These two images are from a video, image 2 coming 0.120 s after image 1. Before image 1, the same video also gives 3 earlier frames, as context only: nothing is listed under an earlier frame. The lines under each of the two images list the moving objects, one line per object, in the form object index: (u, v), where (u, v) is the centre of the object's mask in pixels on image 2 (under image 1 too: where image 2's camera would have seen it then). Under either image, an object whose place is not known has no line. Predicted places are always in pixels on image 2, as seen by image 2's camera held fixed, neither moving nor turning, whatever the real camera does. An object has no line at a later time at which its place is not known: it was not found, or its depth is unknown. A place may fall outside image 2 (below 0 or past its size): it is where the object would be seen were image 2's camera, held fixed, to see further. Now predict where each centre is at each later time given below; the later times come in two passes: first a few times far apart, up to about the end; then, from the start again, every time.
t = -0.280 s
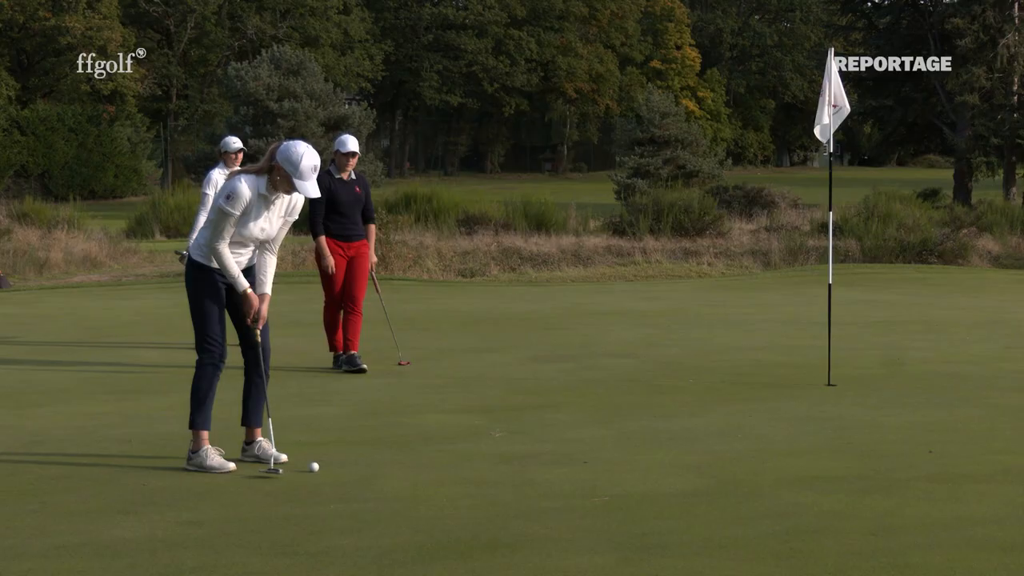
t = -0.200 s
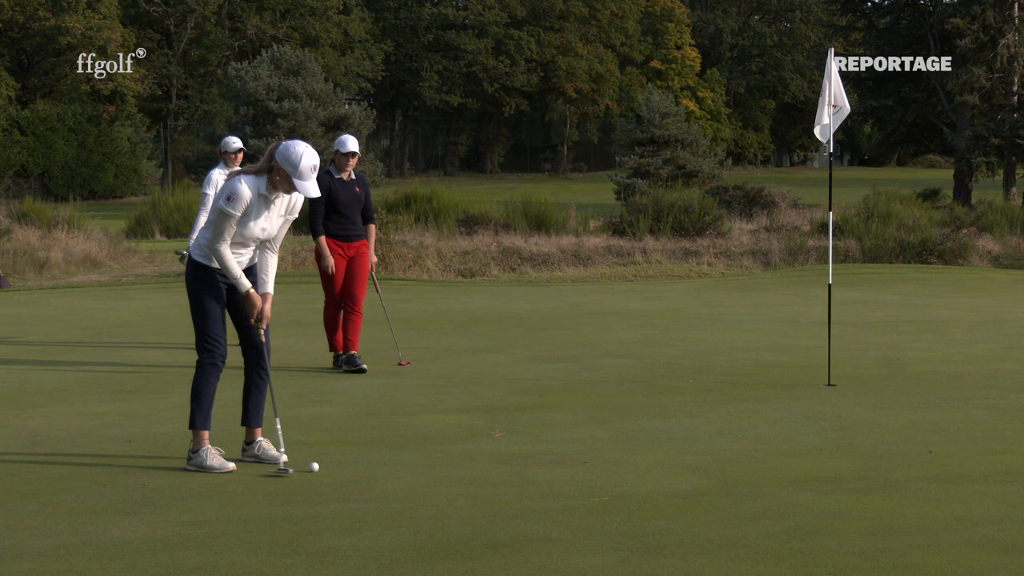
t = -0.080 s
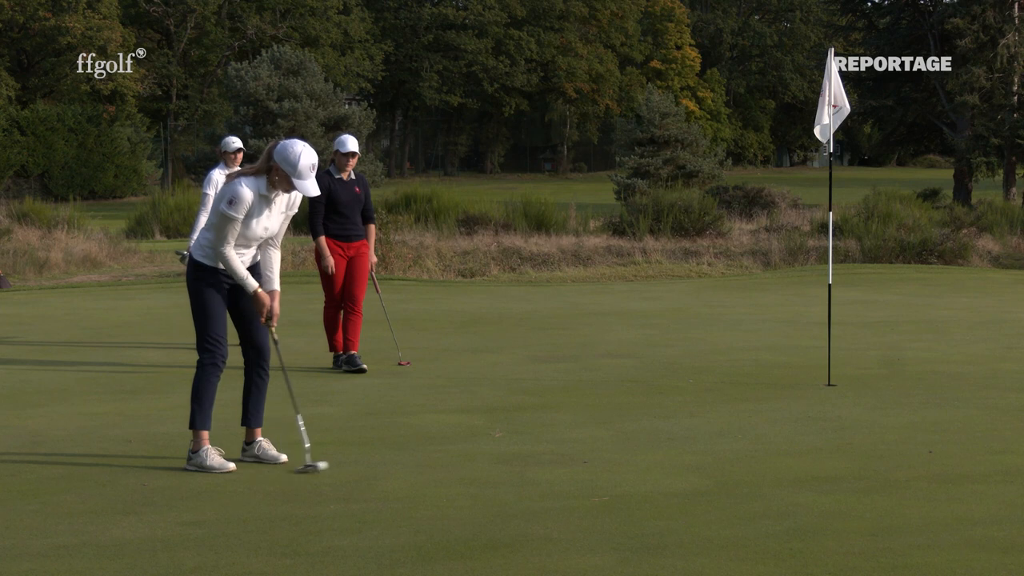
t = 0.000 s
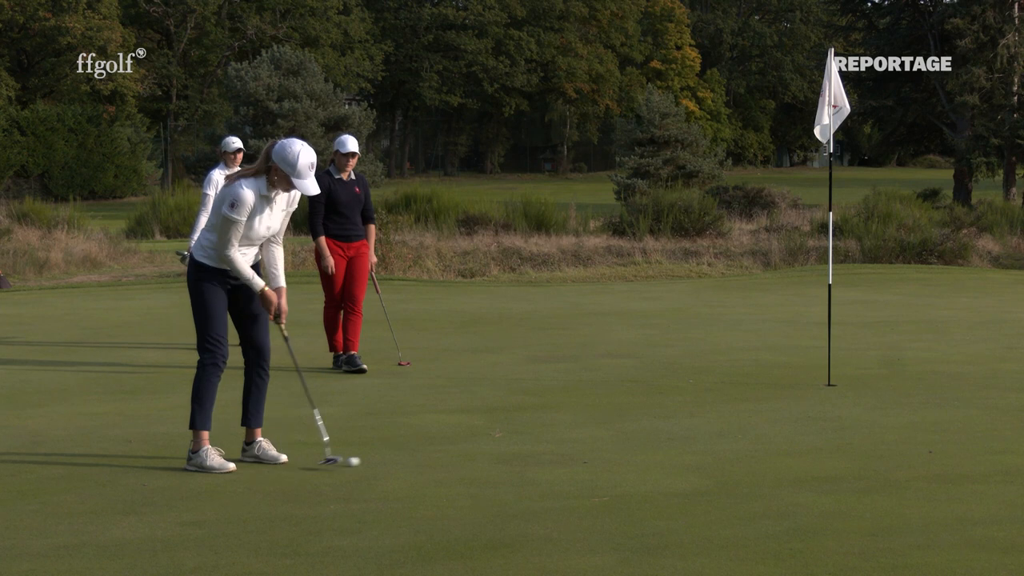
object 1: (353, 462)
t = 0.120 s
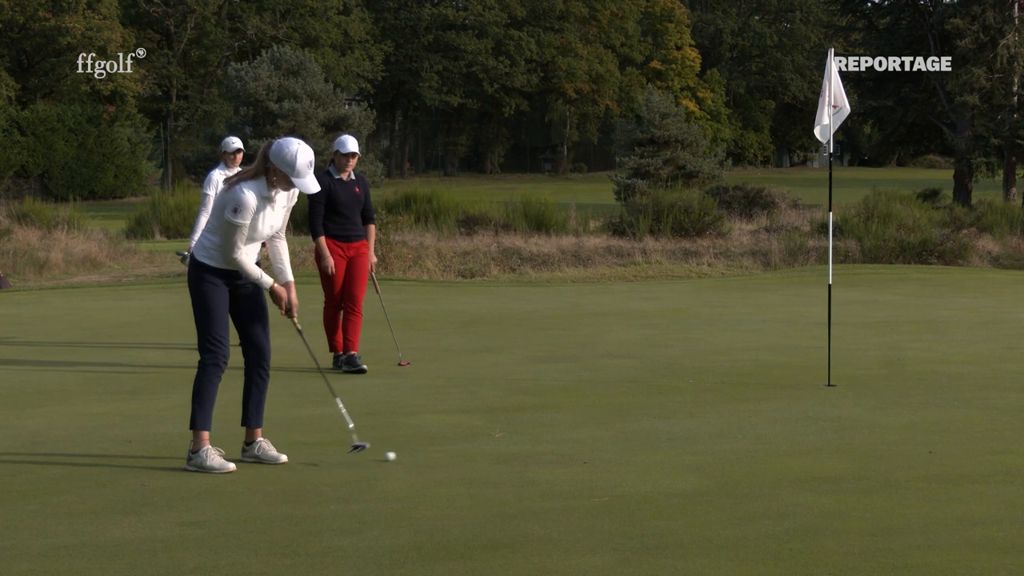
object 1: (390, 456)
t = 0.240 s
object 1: (423, 451)
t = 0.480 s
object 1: (483, 442)
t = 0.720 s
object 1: (536, 434)
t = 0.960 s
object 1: (583, 426)
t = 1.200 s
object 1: (625, 419)
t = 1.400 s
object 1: (656, 414)
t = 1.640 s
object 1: (689, 408)
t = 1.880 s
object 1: (719, 403)
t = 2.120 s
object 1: (746, 398)
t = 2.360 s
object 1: (770, 393)
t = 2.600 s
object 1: (790, 389)
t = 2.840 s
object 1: (808, 385)
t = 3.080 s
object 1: (824, 383)
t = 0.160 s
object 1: (401, 454)
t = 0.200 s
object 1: (412, 453)
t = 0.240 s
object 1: (423, 451)
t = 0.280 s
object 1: (433, 450)
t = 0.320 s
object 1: (443, 448)
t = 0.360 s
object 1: (454, 447)
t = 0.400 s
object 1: (464, 445)
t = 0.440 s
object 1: (473, 444)
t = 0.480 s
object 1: (483, 442)
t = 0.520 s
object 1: (492, 441)
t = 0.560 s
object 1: (501, 439)
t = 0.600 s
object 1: (510, 438)
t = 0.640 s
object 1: (519, 437)
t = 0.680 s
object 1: (528, 435)
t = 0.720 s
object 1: (536, 434)
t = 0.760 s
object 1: (544, 433)
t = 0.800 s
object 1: (552, 431)
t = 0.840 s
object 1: (560, 430)
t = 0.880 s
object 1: (568, 429)
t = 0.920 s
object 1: (575, 427)
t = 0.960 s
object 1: (583, 426)
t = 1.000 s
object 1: (590, 425)
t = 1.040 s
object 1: (598, 424)
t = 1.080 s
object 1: (605, 422)
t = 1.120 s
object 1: (612, 421)
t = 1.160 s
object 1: (618, 420)
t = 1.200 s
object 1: (625, 419)
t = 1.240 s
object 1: (632, 418)
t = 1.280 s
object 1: (638, 417)
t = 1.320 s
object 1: (644, 416)
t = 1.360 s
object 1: (650, 415)
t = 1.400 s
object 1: (656, 414)
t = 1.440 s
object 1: (661, 413)
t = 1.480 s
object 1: (667, 412)
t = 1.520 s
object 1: (673, 411)
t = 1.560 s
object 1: (678, 410)
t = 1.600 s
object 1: (684, 409)
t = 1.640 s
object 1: (689, 408)
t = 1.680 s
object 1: (694, 407)
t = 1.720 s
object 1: (699, 406)
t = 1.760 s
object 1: (704, 405)
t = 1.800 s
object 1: (709, 404)
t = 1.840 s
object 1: (714, 404)
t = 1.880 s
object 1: (719, 403)
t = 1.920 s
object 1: (724, 402)
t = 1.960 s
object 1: (728, 401)
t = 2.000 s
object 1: (733, 400)
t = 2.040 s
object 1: (737, 399)
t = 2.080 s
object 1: (741, 399)
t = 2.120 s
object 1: (746, 398)
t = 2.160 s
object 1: (750, 397)
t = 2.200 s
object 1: (754, 396)
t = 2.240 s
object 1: (758, 396)
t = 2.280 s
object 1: (762, 395)
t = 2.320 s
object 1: (766, 394)
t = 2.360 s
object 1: (770, 393)
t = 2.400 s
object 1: (773, 392)
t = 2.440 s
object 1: (777, 392)
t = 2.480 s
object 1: (780, 391)
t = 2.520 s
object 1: (784, 390)
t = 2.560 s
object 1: (787, 390)
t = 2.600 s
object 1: (790, 389)
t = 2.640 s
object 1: (793, 388)
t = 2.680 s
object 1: (796, 388)
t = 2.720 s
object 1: (799, 387)
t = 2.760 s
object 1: (802, 386)
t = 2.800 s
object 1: (805, 386)
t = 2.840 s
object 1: (808, 385)
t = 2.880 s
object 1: (811, 385)
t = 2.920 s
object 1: (814, 384)
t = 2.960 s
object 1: (817, 383)
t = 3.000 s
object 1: (819, 383)
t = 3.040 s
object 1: (822, 383)
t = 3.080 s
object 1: (824, 383)
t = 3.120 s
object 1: (827, 384)
